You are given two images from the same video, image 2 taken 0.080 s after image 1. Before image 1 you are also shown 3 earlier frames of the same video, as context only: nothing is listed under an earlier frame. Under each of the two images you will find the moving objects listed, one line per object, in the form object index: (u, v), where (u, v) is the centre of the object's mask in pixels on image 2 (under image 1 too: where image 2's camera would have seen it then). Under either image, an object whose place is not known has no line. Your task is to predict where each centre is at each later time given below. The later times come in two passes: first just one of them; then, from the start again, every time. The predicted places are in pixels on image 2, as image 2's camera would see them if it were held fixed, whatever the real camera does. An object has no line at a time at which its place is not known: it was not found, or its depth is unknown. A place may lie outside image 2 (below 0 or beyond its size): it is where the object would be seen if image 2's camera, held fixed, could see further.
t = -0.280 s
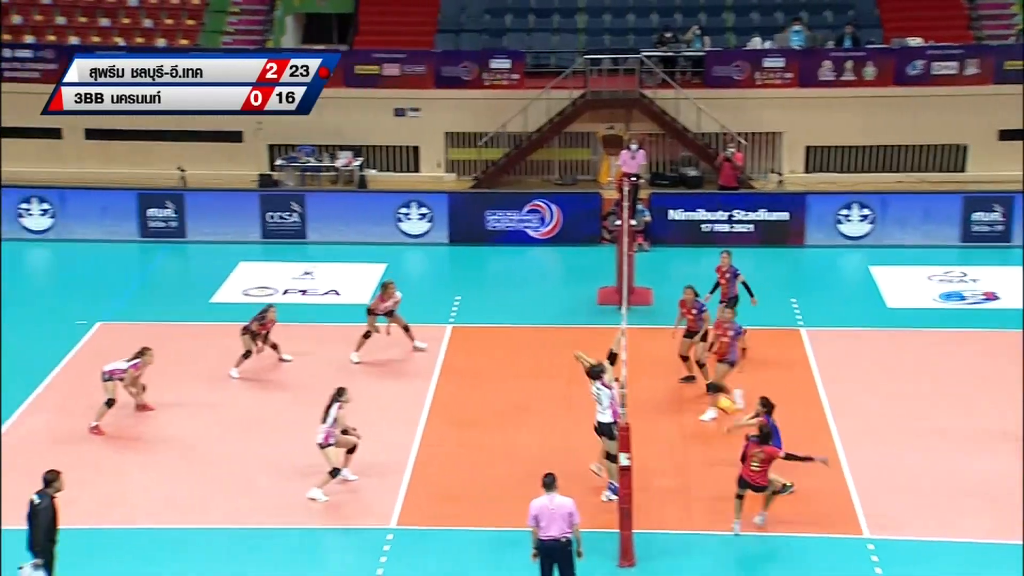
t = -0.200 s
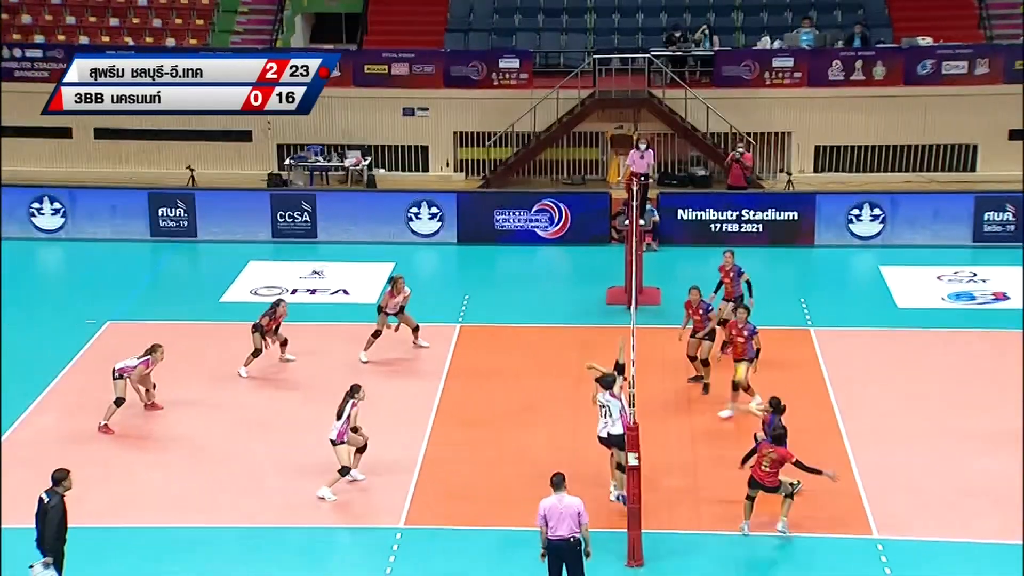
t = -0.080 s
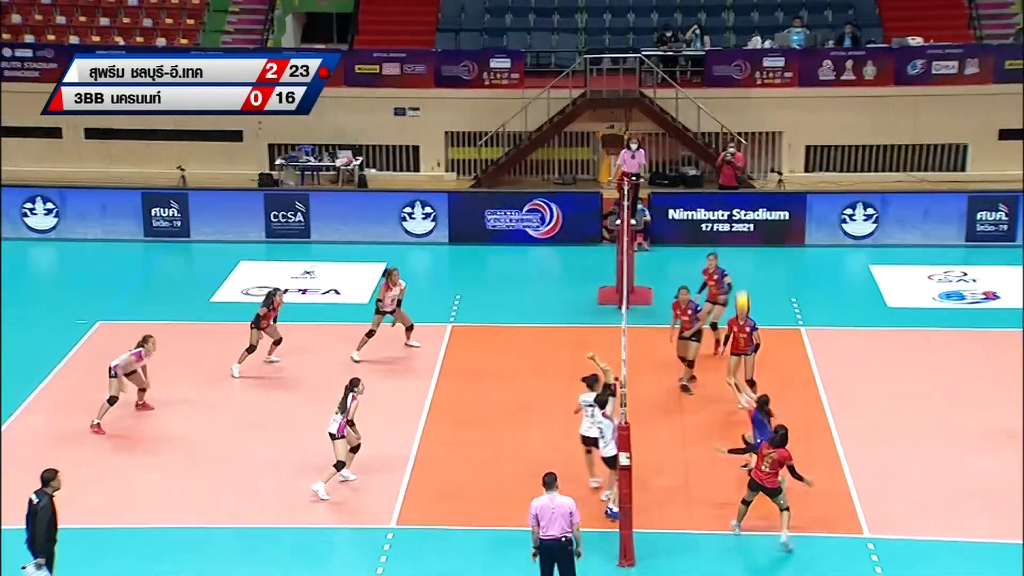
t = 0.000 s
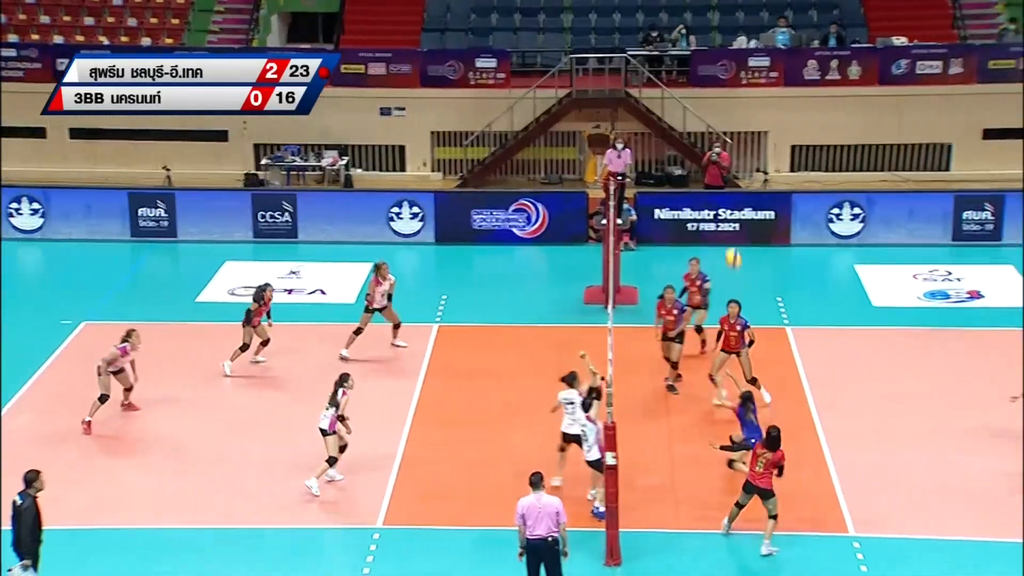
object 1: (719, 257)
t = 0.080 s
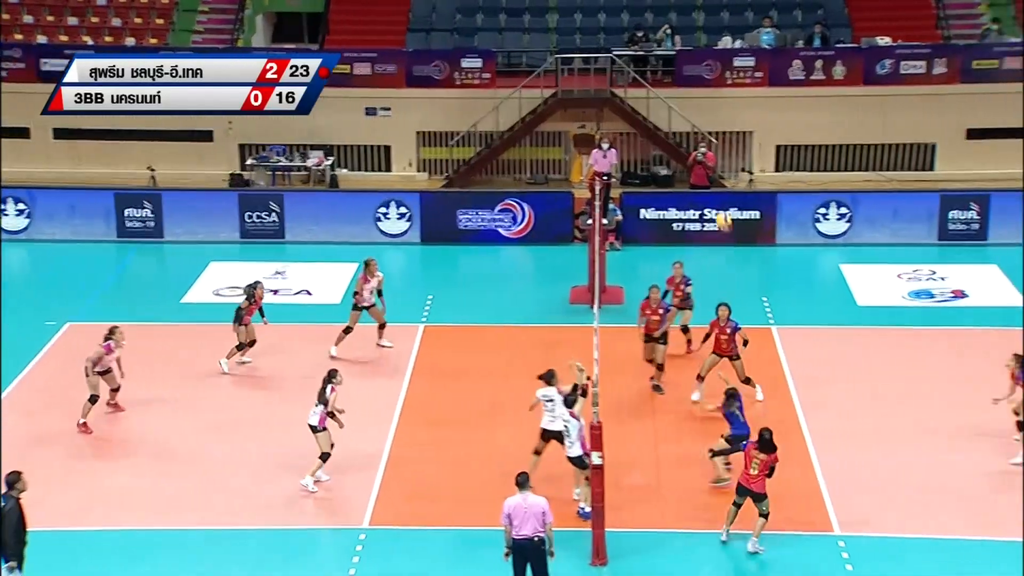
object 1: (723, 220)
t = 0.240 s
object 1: (732, 162)
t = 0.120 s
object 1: (725, 203)
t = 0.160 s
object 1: (728, 189)
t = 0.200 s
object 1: (729, 174)
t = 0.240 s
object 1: (732, 162)
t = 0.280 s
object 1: (734, 149)
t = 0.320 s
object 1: (735, 138)
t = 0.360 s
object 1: (737, 128)
